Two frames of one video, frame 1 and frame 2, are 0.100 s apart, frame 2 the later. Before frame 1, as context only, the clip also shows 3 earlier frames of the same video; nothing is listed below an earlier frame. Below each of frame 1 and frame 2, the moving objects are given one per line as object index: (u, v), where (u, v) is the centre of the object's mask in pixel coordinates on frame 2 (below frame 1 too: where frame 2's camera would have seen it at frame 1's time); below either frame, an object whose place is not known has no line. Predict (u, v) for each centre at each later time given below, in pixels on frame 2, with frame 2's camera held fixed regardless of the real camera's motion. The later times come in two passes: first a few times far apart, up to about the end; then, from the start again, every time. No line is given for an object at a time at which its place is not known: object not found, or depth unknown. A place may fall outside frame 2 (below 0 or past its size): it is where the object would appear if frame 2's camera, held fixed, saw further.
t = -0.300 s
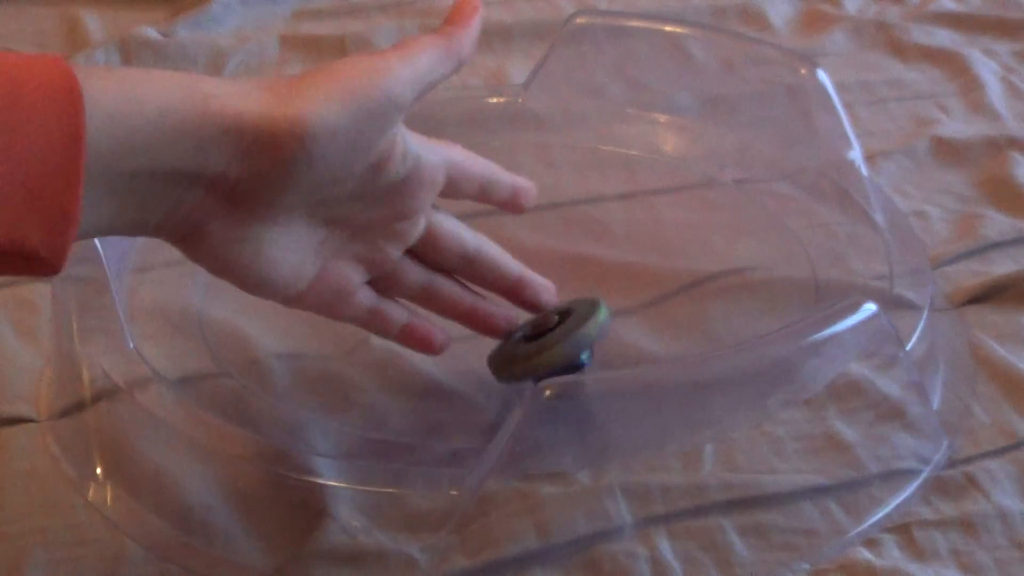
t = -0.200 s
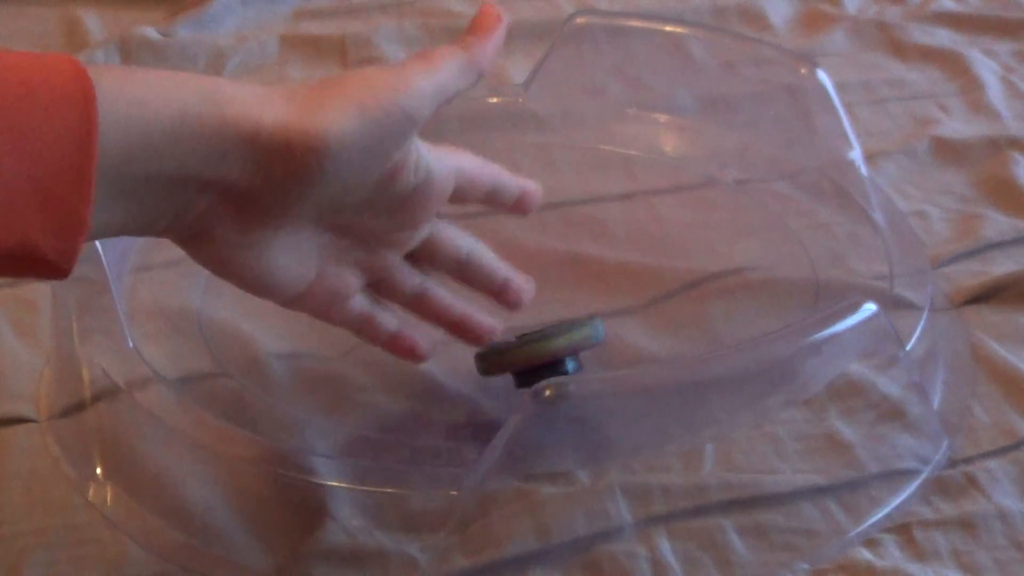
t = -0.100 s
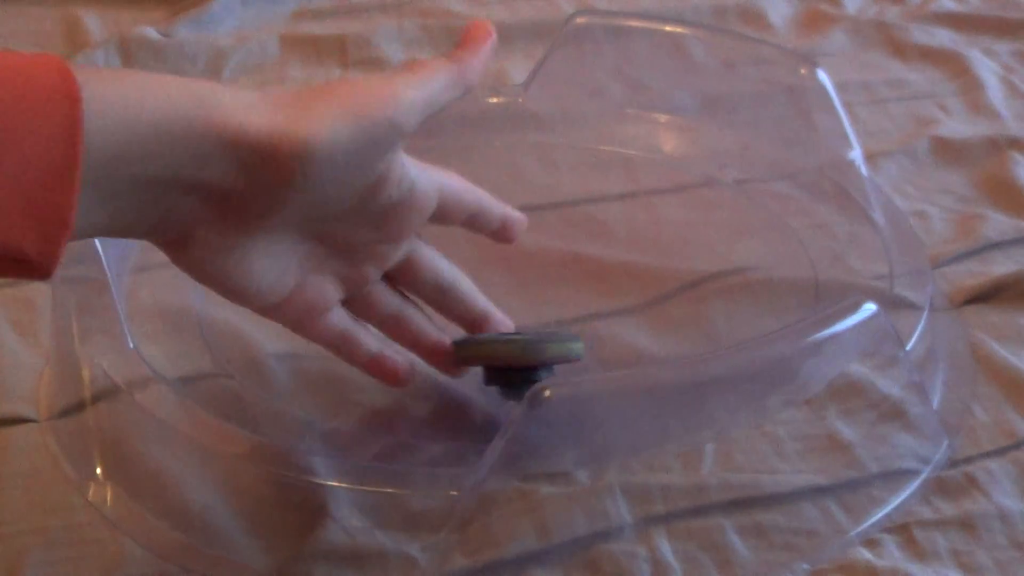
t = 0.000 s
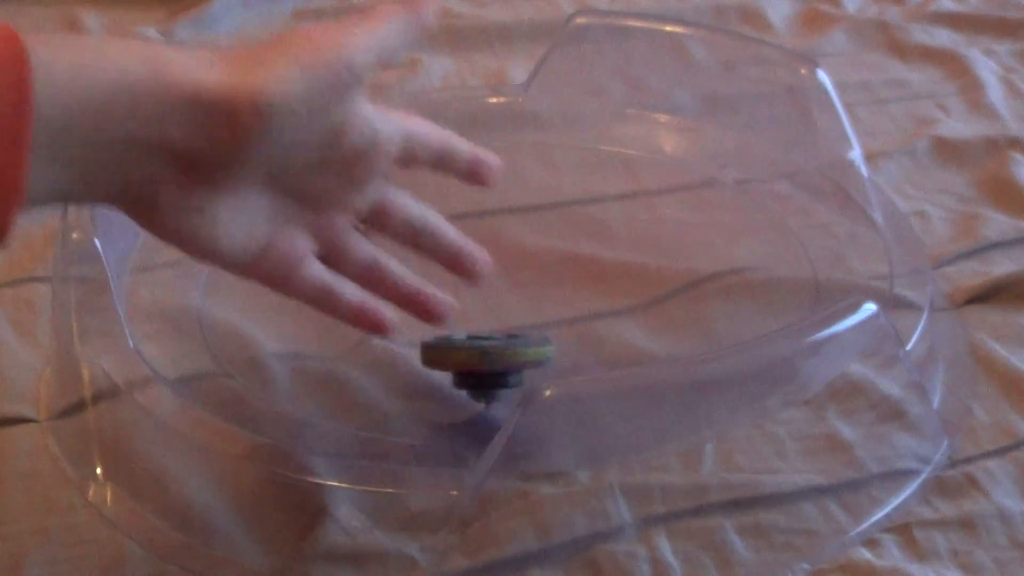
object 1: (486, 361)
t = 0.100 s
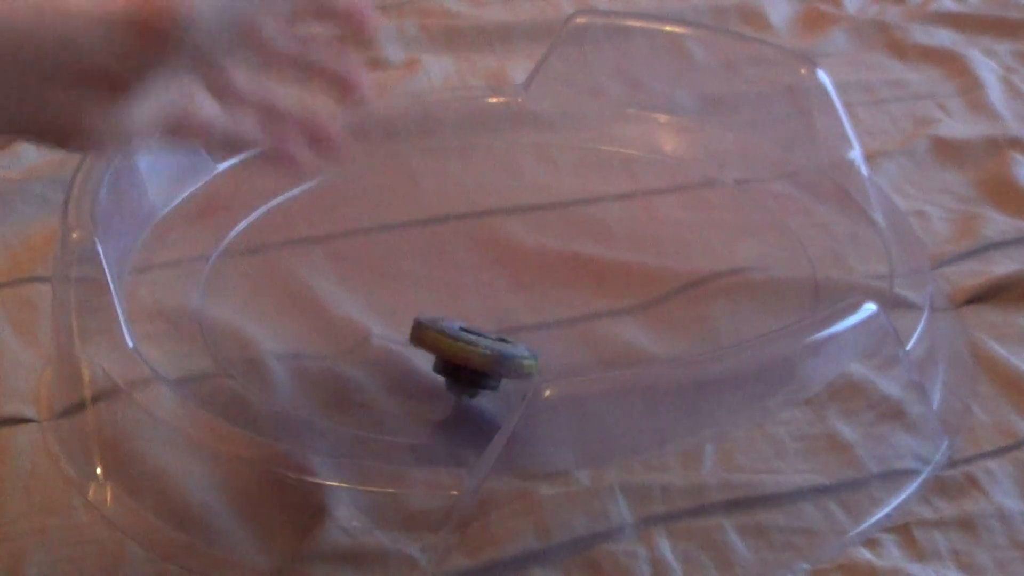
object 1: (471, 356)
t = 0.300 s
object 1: (493, 334)
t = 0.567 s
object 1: (573, 297)
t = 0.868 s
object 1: (579, 310)
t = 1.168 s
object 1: (527, 285)
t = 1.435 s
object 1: (532, 264)
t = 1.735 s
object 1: (550, 290)
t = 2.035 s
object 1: (539, 327)
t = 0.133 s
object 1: (470, 353)
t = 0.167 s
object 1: (472, 349)
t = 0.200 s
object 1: (475, 346)
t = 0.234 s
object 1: (480, 342)
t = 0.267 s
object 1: (487, 338)
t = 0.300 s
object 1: (493, 334)
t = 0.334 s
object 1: (501, 327)
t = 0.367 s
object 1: (511, 324)
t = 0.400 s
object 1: (522, 319)
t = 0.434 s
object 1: (535, 313)
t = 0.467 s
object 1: (545, 308)
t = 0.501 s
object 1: (555, 301)
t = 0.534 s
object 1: (566, 299)
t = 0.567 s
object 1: (573, 297)
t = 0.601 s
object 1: (579, 297)
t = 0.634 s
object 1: (582, 297)
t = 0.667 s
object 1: (584, 298)
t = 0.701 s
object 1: (586, 299)
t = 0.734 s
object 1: (587, 300)
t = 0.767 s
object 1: (588, 303)
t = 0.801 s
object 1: (588, 307)
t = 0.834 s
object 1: (584, 310)
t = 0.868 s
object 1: (579, 310)
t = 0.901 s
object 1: (575, 311)
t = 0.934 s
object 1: (569, 311)
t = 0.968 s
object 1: (565, 310)
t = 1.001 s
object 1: (558, 308)
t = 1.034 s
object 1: (550, 306)
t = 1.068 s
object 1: (545, 303)
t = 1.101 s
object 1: (537, 298)
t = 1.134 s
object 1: (530, 291)
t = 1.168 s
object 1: (527, 285)
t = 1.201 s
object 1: (522, 280)
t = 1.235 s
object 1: (518, 275)
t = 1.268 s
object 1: (519, 272)
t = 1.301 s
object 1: (519, 269)
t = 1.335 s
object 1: (520, 265)
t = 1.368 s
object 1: (524, 264)
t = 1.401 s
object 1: (527, 263)
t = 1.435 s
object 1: (532, 264)
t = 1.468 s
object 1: (536, 264)
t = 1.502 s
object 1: (540, 265)
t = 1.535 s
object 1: (542, 267)
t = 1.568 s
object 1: (543, 267)
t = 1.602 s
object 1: (547, 271)
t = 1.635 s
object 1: (548, 275)
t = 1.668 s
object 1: (549, 279)
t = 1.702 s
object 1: (550, 283)
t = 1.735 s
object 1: (550, 290)
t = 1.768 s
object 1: (549, 295)
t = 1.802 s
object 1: (547, 296)
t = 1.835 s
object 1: (546, 302)
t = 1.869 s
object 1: (544, 306)
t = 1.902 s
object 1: (543, 314)
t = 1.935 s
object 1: (541, 318)
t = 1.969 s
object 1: (541, 322)
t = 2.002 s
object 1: (540, 325)
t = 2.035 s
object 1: (539, 327)
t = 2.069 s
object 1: (538, 332)
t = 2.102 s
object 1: (535, 336)
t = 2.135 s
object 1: (529, 337)
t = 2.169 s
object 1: (524, 336)
